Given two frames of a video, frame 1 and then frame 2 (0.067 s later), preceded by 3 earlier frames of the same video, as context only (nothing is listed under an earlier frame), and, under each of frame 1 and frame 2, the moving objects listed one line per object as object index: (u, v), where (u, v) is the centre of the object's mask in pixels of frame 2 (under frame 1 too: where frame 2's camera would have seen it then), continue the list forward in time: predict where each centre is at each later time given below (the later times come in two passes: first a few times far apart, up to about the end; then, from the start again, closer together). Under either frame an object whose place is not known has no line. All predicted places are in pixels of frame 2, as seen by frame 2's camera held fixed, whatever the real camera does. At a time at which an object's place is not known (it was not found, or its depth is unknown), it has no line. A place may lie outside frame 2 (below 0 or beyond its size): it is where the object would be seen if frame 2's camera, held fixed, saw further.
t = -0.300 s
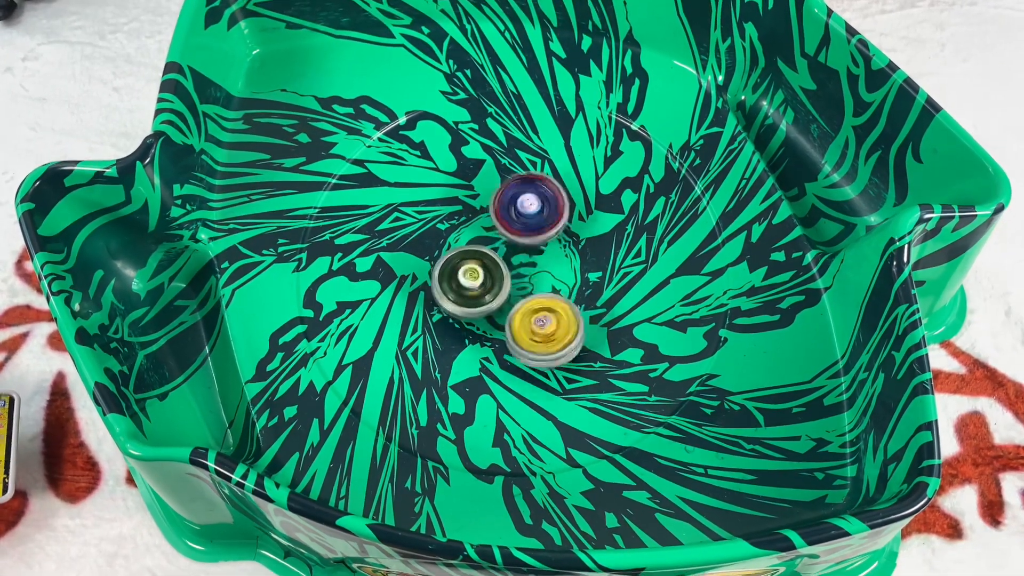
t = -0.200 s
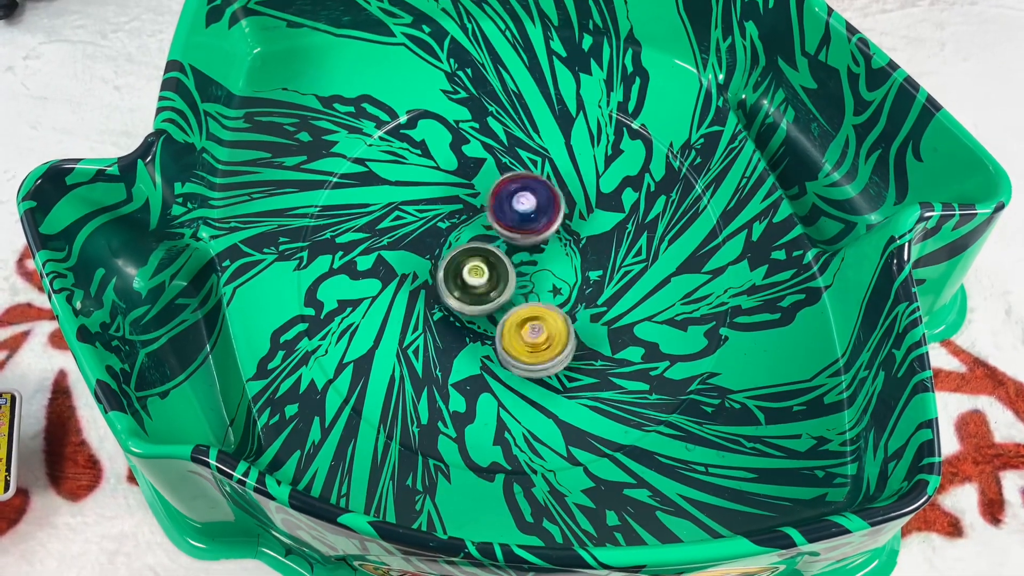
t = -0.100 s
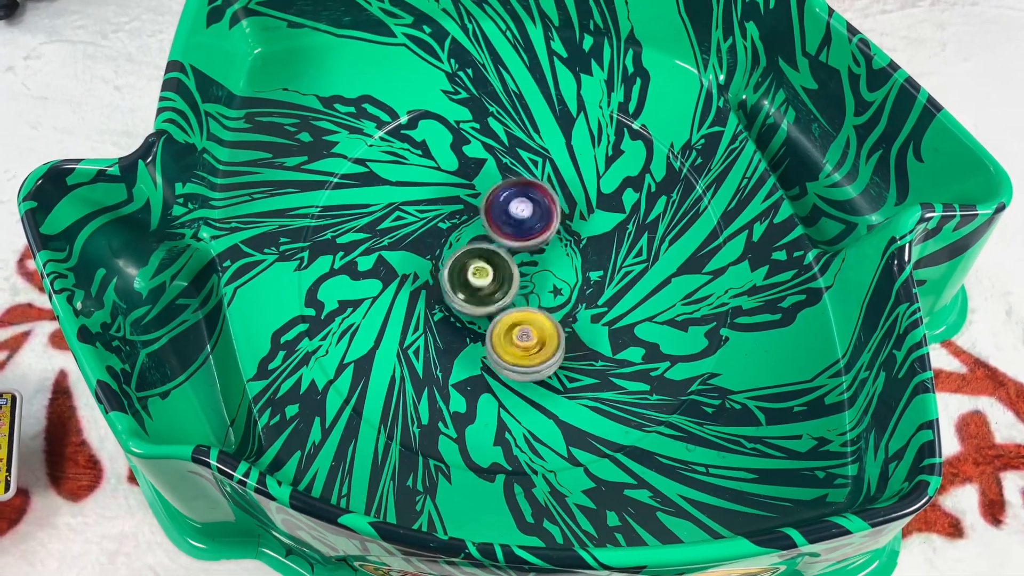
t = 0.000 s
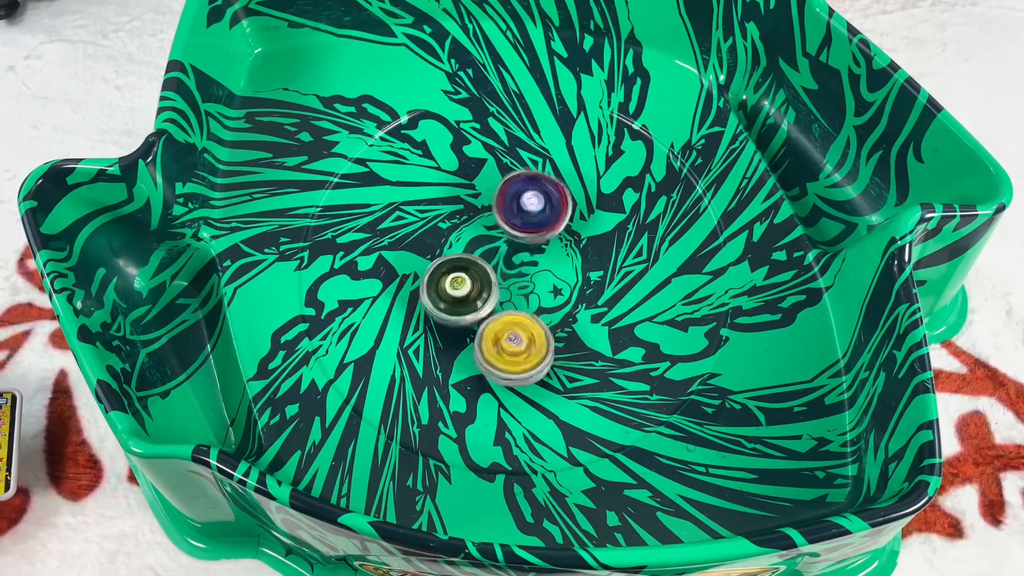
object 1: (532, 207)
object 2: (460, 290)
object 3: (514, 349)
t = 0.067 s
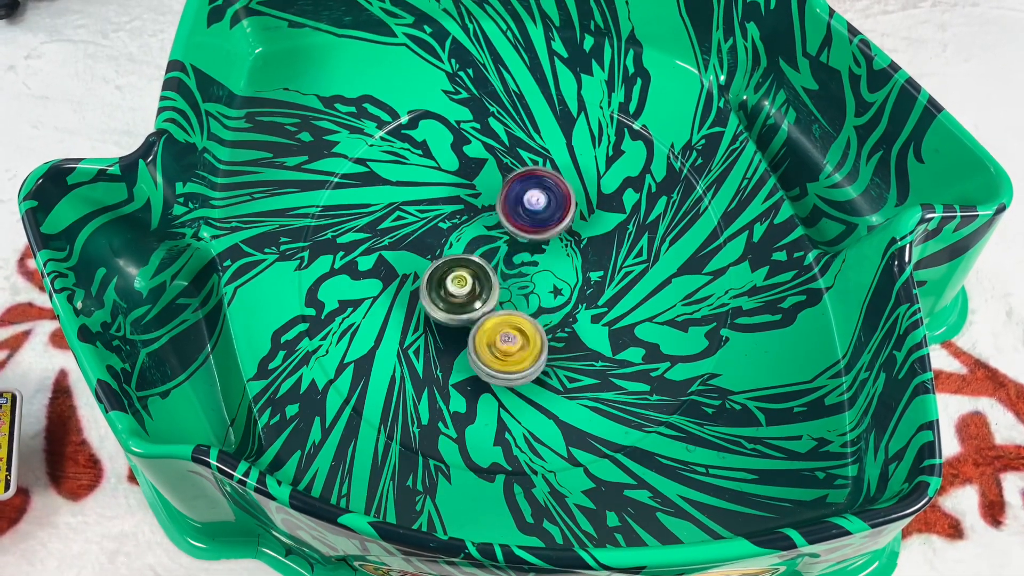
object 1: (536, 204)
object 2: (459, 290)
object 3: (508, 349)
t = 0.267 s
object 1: (538, 209)
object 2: (462, 266)
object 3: (497, 347)
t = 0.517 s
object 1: (562, 234)
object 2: (445, 267)
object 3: (499, 324)
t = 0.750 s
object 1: (592, 244)
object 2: (438, 238)
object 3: (523, 308)
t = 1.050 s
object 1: (601, 239)
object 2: (450, 246)
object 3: (528, 295)
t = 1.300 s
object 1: (575, 234)
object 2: (455, 245)
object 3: (521, 308)
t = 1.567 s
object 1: (542, 262)
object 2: (438, 248)
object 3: (497, 340)
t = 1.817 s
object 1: (556, 293)
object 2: (416, 251)
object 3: (476, 337)
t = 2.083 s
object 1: (562, 292)
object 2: (418, 244)
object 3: (475, 310)
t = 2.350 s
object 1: (571, 267)
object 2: (439, 202)
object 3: (466, 290)
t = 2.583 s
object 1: (549, 271)
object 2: (499, 180)
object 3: (448, 257)
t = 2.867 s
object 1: (574, 311)
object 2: (535, 167)
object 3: (427, 229)
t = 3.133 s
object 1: (554, 304)
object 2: (571, 228)
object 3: (446, 227)
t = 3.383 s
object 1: (507, 333)
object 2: (572, 261)
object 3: (510, 216)
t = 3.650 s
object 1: (477, 342)
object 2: (536, 289)
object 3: (548, 200)
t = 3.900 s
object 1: (442, 327)
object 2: (516, 267)
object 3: (548, 204)
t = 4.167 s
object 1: (434, 298)
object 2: (503, 262)
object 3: (556, 210)
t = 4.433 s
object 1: (428, 261)
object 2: (514, 267)
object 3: (574, 217)
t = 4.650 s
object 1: (449, 231)
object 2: (520, 282)
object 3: (581, 227)
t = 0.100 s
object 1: (537, 204)
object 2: (459, 286)
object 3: (504, 348)
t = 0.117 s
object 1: (537, 204)
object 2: (459, 285)
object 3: (503, 347)
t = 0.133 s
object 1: (538, 204)
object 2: (459, 284)
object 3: (502, 346)
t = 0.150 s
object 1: (538, 205)
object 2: (460, 282)
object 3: (500, 346)
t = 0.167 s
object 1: (538, 205)
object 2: (460, 280)
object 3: (499, 346)
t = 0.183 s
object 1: (539, 206)
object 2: (459, 277)
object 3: (498, 347)
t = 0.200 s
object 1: (538, 206)
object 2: (459, 274)
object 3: (498, 347)
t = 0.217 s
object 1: (539, 207)
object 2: (460, 271)
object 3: (498, 347)
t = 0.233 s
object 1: (539, 208)
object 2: (460, 269)
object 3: (497, 348)
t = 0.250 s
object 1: (538, 209)
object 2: (461, 267)
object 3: (497, 347)
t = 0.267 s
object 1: (538, 209)
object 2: (462, 266)
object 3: (497, 347)
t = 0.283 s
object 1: (538, 211)
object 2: (463, 265)
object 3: (497, 347)
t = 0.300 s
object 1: (538, 212)
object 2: (463, 265)
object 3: (496, 347)
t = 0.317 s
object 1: (538, 213)
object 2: (464, 264)
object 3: (496, 345)
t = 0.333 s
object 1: (538, 215)
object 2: (464, 264)
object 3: (497, 344)
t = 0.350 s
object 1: (539, 217)
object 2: (465, 264)
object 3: (497, 343)
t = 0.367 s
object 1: (539, 218)
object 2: (465, 263)
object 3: (497, 342)
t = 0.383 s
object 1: (539, 221)
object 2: (466, 263)
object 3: (496, 340)
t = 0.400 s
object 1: (539, 223)
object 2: (467, 263)
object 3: (496, 337)
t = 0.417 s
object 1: (539, 225)
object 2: (467, 263)
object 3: (497, 336)
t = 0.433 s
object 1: (542, 227)
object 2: (465, 263)
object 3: (497, 335)
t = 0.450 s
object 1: (546, 229)
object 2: (459, 264)
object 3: (497, 333)
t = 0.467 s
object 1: (550, 230)
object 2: (454, 265)
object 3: (497, 330)
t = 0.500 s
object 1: (558, 233)
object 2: (447, 266)
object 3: (498, 325)
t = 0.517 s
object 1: (562, 234)
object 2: (445, 267)
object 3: (499, 324)
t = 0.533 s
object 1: (565, 236)
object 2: (444, 267)
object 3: (498, 322)
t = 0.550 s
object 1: (569, 237)
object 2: (443, 266)
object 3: (498, 320)
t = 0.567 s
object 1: (572, 238)
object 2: (440, 261)
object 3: (502, 321)
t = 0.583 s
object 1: (575, 238)
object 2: (438, 256)
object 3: (505, 322)
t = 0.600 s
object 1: (578, 239)
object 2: (436, 252)
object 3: (506, 322)
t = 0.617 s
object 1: (581, 240)
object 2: (434, 248)
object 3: (506, 320)
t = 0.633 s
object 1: (583, 241)
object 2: (434, 245)
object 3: (508, 318)
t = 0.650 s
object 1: (585, 241)
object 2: (434, 242)
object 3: (512, 316)
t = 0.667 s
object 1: (587, 242)
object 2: (434, 239)
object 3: (514, 315)
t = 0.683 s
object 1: (588, 242)
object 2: (435, 238)
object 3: (516, 315)
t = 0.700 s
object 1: (589, 243)
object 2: (436, 238)
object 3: (516, 314)
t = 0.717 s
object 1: (591, 243)
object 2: (437, 237)
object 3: (517, 312)
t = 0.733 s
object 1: (591, 243)
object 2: (437, 237)
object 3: (520, 310)
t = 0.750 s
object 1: (592, 244)
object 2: (438, 238)
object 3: (523, 308)
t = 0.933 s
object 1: (597, 245)
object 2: (444, 241)
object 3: (534, 298)
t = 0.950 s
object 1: (596, 245)
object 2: (445, 242)
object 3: (534, 297)
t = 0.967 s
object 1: (597, 245)
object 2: (445, 242)
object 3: (535, 295)
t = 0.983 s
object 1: (597, 244)
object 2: (446, 243)
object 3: (536, 295)
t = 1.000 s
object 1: (599, 243)
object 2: (447, 243)
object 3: (533, 296)
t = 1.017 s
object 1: (600, 241)
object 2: (448, 244)
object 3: (531, 296)
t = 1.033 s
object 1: (601, 240)
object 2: (449, 245)
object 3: (529, 296)
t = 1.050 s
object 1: (601, 239)
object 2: (450, 246)
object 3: (528, 295)
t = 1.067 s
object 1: (601, 238)
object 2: (452, 247)
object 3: (526, 296)
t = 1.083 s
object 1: (601, 237)
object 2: (453, 248)
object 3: (525, 296)
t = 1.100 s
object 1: (600, 236)
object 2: (455, 250)
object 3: (523, 296)
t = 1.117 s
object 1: (599, 236)
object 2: (456, 251)
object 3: (520, 296)
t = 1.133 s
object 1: (598, 235)
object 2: (456, 250)
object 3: (521, 297)
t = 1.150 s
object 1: (597, 234)
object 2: (454, 247)
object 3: (521, 299)
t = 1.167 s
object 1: (595, 234)
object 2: (454, 245)
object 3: (521, 301)
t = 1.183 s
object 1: (594, 234)
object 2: (453, 244)
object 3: (521, 301)
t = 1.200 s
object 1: (592, 233)
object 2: (453, 243)
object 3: (521, 303)
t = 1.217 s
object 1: (590, 233)
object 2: (453, 242)
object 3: (521, 304)
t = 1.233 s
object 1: (587, 233)
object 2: (454, 242)
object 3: (521, 305)
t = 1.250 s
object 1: (585, 233)
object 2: (455, 243)
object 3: (521, 306)
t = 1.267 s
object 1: (581, 234)
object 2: (455, 244)
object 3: (522, 307)
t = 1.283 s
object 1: (578, 234)
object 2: (455, 244)
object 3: (522, 308)
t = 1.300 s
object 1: (575, 234)
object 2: (455, 245)
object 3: (521, 308)
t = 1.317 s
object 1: (571, 235)
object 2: (455, 245)
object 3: (522, 309)
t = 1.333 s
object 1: (567, 236)
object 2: (456, 245)
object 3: (522, 309)
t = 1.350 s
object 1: (563, 238)
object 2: (456, 246)
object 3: (523, 309)
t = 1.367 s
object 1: (558, 239)
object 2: (455, 246)
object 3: (522, 310)
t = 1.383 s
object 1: (554, 241)
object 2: (456, 247)
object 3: (521, 309)
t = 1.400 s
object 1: (551, 242)
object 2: (456, 247)
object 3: (519, 311)
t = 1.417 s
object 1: (549, 243)
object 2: (456, 248)
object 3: (515, 316)
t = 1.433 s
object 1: (546, 244)
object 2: (456, 248)
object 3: (512, 320)
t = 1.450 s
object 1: (544, 245)
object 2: (456, 249)
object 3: (509, 324)
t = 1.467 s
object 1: (542, 247)
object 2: (456, 249)
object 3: (506, 329)
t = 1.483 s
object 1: (540, 249)
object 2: (456, 250)
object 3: (503, 332)
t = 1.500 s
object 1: (539, 250)
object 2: (456, 250)
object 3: (502, 335)
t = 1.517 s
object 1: (537, 252)
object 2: (455, 250)
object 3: (501, 336)
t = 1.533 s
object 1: (539, 256)
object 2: (449, 249)
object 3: (500, 337)
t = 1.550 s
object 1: (540, 259)
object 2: (443, 248)
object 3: (499, 338)
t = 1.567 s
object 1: (542, 262)
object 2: (438, 248)
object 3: (497, 340)
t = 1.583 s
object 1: (542, 265)
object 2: (433, 247)
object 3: (496, 341)
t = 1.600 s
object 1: (543, 268)
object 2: (429, 246)
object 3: (495, 341)
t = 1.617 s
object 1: (544, 270)
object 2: (425, 247)
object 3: (494, 342)
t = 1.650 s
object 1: (547, 276)
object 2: (420, 247)
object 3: (490, 344)
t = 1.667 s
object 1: (547, 279)
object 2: (419, 248)
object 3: (488, 344)
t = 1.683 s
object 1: (549, 281)
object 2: (418, 248)
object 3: (486, 344)
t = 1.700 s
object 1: (550, 283)
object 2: (417, 249)
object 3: (484, 344)
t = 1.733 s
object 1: (552, 286)
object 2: (416, 250)
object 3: (483, 343)
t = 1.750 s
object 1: (553, 288)
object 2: (416, 250)
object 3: (481, 343)
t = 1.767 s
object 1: (553, 289)
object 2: (416, 250)
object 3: (479, 342)
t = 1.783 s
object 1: (554, 290)
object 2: (416, 250)
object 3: (477, 340)
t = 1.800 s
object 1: (555, 292)
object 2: (416, 250)
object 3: (476, 338)
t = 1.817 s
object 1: (556, 293)
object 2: (416, 251)
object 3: (476, 337)
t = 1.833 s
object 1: (555, 294)
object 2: (417, 251)
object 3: (476, 336)
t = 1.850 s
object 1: (556, 295)
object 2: (417, 252)
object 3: (475, 335)
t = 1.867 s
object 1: (557, 295)
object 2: (417, 252)
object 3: (474, 333)
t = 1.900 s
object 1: (556, 296)
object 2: (418, 252)
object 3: (474, 329)
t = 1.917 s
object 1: (556, 297)
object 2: (418, 253)
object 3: (474, 327)
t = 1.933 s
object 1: (556, 297)
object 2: (418, 253)
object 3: (474, 326)
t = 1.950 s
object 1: (556, 297)
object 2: (419, 253)
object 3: (474, 324)
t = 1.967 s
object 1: (555, 297)
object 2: (419, 253)
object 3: (474, 321)
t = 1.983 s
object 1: (555, 297)
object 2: (420, 253)
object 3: (473, 319)
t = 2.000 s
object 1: (556, 296)
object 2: (420, 253)
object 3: (472, 316)
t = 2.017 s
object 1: (557, 295)
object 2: (421, 253)
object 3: (473, 313)
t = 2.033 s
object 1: (557, 295)
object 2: (421, 253)
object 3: (473, 310)
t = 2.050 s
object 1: (558, 294)
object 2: (421, 251)
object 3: (475, 310)
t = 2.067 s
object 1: (558, 293)
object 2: (420, 247)
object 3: (477, 310)
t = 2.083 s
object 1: (562, 292)
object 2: (418, 244)
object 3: (475, 310)
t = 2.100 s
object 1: (566, 291)
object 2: (418, 241)
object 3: (471, 307)
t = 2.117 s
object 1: (568, 290)
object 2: (419, 238)
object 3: (470, 304)
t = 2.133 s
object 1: (569, 289)
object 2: (421, 237)
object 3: (469, 301)
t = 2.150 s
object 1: (571, 287)
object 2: (422, 236)
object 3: (468, 297)
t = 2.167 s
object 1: (572, 286)
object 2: (423, 235)
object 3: (467, 295)
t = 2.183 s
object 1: (573, 284)
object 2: (423, 229)
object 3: (468, 296)
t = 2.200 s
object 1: (574, 283)
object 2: (423, 223)
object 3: (469, 299)
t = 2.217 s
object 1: (575, 281)
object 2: (423, 219)
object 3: (470, 300)
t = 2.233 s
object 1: (576, 279)
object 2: (424, 214)
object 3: (470, 300)
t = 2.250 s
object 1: (576, 277)
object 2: (425, 211)
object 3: (469, 299)
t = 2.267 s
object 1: (575, 276)
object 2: (427, 208)
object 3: (468, 298)
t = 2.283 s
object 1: (575, 274)
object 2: (429, 206)
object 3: (468, 296)
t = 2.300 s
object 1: (575, 272)
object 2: (431, 204)
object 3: (468, 294)
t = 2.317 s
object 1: (573, 270)
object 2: (434, 204)
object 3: (467, 293)
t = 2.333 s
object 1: (572, 269)
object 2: (436, 202)
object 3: (467, 291)
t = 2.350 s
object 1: (571, 267)
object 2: (439, 202)
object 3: (466, 290)
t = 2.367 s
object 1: (569, 265)
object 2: (443, 202)
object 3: (466, 288)
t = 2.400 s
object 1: (565, 262)
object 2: (450, 201)
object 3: (466, 285)
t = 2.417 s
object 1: (562, 260)
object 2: (455, 201)
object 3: (465, 283)
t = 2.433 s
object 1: (559, 258)
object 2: (459, 201)
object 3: (465, 281)
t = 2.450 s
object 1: (556, 257)
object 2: (464, 202)
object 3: (465, 278)
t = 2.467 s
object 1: (554, 256)
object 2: (469, 202)
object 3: (465, 276)
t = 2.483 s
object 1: (550, 256)
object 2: (474, 201)
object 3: (465, 274)
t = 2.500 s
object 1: (546, 254)
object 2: (479, 201)
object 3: (465, 272)
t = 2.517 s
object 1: (543, 253)
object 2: (484, 202)
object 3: (463, 270)
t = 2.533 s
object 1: (544, 253)
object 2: (490, 202)
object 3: (457, 267)
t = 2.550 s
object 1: (546, 258)
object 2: (494, 197)
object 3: (453, 265)
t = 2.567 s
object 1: (548, 266)
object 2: (496, 188)
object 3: (451, 261)
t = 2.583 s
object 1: (549, 271)
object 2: (499, 180)
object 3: (448, 257)
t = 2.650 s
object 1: (554, 286)
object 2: (509, 158)
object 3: (439, 246)
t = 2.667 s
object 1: (555, 289)
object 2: (511, 154)
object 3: (437, 243)
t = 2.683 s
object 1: (556, 293)
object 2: (513, 152)
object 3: (435, 241)
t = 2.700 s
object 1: (558, 296)
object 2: (515, 151)
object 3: (434, 238)
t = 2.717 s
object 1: (560, 299)
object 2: (517, 151)
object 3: (432, 236)
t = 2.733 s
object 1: (562, 302)
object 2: (519, 151)
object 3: (431, 234)
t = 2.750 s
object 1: (565, 305)
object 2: (521, 152)
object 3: (430, 233)
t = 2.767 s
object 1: (566, 307)
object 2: (522, 153)
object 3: (429, 232)
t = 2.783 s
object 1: (568, 308)
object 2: (525, 155)
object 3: (428, 232)
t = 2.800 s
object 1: (570, 310)
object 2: (526, 157)
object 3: (427, 231)
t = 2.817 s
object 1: (571, 310)
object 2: (528, 159)
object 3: (427, 230)
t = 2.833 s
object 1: (572, 311)
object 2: (530, 161)
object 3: (426, 230)
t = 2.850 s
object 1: (573, 311)
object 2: (532, 164)
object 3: (426, 229)
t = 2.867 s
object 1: (574, 311)
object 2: (535, 167)
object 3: (427, 229)
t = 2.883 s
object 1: (575, 311)
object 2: (537, 170)
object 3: (427, 228)
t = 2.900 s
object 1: (576, 311)
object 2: (539, 174)
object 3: (427, 228)
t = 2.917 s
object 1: (576, 310)
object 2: (541, 177)
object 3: (427, 228)
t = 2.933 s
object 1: (576, 310)
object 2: (543, 181)
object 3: (427, 228)
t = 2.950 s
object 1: (576, 309)
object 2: (545, 185)
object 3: (427, 228)
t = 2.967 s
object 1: (576, 308)
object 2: (547, 189)
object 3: (427, 227)
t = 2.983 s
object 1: (574, 307)
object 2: (549, 194)
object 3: (427, 227)
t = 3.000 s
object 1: (574, 306)
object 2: (552, 199)
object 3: (428, 227)
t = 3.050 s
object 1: (569, 301)
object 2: (558, 214)
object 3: (433, 227)
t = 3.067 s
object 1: (567, 300)
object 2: (561, 220)
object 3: (435, 227)
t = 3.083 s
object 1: (565, 299)
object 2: (562, 225)
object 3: (437, 227)
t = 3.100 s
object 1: (562, 298)
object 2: (565, 228)
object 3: (441, 227)
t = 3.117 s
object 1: (558, 301)
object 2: (568, 228)
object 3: (443, 227)
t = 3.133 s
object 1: (554, 304)
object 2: (571, 228)
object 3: (446, 227)
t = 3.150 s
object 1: (550, 307)
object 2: (573, 228)
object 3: (449, 227)
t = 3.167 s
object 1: (547, 309)
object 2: (576, 229)
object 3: (453, 227)
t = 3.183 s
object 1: (545, 310)
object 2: (577, 231)
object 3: (458, 226)
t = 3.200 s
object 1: (542, 313)
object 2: (578, 233)
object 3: (462, 226)
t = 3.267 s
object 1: (528, 321)
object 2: (579, 242)
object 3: (481, 224)
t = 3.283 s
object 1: (526, 323)
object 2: (578, 245)
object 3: (484, 222)
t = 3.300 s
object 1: (523, 325)
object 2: (578, 247)
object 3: (489, 222)
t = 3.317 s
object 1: (519, 326)
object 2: (576, 249)
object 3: (493, 221)
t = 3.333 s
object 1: (516, 328)
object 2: (575, 252)
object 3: (497, 220)
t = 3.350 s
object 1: (513, 330)
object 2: (574, 255)
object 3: (502, 219)
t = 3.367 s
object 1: (511, 331)
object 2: (574, 258)
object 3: (506, 217)
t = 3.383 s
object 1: (507, 333)
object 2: (572, 261)
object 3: (510, 216)
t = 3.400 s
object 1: (504, 334)
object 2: (570, 264)
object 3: (514, 215)
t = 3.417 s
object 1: (501, 336)
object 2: (568, 267)
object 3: (519, 213)
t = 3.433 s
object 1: (498, 337)
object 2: (566, 269)
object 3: (522, 212)
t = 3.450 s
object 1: (496, 339)
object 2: (564, 272)
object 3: (525, 211)
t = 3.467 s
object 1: (494, 340)
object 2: (561, 275)
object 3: (528, 210)
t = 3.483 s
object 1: (492, 341)
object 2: (559, 277)
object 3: (531, 208)
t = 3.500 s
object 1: (491, 341)
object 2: (556, 280)
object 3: (534, 206)
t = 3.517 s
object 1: (489, 341)
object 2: (552, 283)
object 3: (536, 206)
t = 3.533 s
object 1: (488, 341)
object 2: (549, 285)
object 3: (538, 205)
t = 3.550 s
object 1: (487, 341)
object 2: (546, 288)
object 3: (540, 203)
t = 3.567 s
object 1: (486, 341)
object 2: (543, 289)
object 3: (542, 203)
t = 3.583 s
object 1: (483, 341)
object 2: (542, 289)
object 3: (544, 202)
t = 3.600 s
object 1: (481, 341)
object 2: (541, 289)
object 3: (545, 201)
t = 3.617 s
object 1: (480, 342)
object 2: (540, 289)
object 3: (546, 201)
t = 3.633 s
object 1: (479, 342)
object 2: (538, 289)
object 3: (547, 201)
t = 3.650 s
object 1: (477, 342)
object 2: (536, 289)
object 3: (548, 200)
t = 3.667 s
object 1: (475, 341)
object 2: (535, 289)
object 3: (548, 200)
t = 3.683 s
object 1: (475, 340)
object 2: (533, 288)
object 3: (548, 200)
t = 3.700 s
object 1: (473, 339)
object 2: (531, 287)
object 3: (548, 200)
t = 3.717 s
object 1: (471, 338)
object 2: (530, 287)
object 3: (548, 200)
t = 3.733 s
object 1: (469, 337)
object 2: (528, 286)
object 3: (548, 200)
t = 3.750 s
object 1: (467, 336)
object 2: (527, 285)
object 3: (547, 200)
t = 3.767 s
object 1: (464, 335)
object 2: (527, 282)
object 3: (547, 200)
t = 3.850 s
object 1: (449, 330)
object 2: (520, 271)
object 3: (547, 202)
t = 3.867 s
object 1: (447, 329)
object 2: (519, 269)
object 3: (547, 202)
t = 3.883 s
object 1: (444, 329)
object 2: (518, 268)
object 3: (548, 203)
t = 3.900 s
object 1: (442, 327)
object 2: (516, 267)
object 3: (548, 204)
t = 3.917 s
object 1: (441, 326)
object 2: (514, 267)
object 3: (549, 203)
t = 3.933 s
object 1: (440, 325)
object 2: (511, 268)
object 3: (550, 203)
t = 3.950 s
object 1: (439, 324)
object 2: (509, 267)
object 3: (551, 203)
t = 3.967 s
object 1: (437, 323)
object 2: (507, 267)
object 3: (552, 204)
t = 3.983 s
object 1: (437, 320)
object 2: (507, 266)
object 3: (552, 205)
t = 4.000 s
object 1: (437, 318)
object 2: (506, 266)
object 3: (552, 206)
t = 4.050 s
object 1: (436, 311)
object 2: (506, 264)
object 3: (552, 209)
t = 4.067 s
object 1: (437, 309)
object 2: (504, 264)
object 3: (552, 209)
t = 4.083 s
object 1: (437, 307)
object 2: (503, 264)
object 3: (552, 210)
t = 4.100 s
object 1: (437, 306)
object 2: (503, 263)
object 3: (552, 210)
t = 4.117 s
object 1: (436, 305)
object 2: (503, 263)
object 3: (552, 210)
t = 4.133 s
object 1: (434, 303)
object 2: (504, 263)
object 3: (553, 210)
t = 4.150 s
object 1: (434, 300)
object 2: (504, 262)
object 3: (555, 210)
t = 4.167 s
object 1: (434, 298)
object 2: (503, 262)
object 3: (556, 210)
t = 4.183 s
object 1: (432, 296)
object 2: (506, 262)
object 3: (557, 210)
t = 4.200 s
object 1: (430, 296)
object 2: (506, 261)
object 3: (560, 210)
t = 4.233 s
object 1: (427, 293)
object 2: (506, 263)
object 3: (564, 211)
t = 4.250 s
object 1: (425, 289)
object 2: (505, 263)
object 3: (566, 212)
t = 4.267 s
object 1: (424, 286)
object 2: (505, 264)
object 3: (567, 212)
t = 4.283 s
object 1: (424, 284)
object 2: (506, 265)
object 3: (568, 212)
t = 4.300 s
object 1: (424, 282)
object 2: (506, 265)
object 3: (569, 212)
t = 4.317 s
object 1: (424, 280)
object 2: (507, 266)
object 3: (569, 213)
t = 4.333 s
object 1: (424, 279)
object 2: (508, 266)
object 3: (569, 213)
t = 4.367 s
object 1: (424, 273)
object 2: (510, 266)
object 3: (570, 213)
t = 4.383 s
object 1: (425, 270)
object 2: (511, 266)
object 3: (571, 214)
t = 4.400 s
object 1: (425, 267)
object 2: (512, 266)
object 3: (572, 215)
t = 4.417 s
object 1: (427, 265)
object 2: (513, 266)
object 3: (573, 216)
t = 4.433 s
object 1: (428, 261)
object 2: (514, 267)
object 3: (574, 217)
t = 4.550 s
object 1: (437, 247)
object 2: (515, 272)
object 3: (577, 225)
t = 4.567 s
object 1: (438, 244)
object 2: (515, 273)
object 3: (578, 226)
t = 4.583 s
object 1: (439, 239)
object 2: (517, 275)
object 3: (579, 226)
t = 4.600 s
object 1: (441, 236)
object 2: (518, 277)
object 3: (579, 226)
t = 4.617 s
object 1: (443, 233)
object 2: (519, 279)
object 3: (580, 227)
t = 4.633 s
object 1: (445, 232)
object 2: (519, 281)
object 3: (581, 227)
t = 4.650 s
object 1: (449, 231)
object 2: (520, 282)
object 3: (581, 227)
